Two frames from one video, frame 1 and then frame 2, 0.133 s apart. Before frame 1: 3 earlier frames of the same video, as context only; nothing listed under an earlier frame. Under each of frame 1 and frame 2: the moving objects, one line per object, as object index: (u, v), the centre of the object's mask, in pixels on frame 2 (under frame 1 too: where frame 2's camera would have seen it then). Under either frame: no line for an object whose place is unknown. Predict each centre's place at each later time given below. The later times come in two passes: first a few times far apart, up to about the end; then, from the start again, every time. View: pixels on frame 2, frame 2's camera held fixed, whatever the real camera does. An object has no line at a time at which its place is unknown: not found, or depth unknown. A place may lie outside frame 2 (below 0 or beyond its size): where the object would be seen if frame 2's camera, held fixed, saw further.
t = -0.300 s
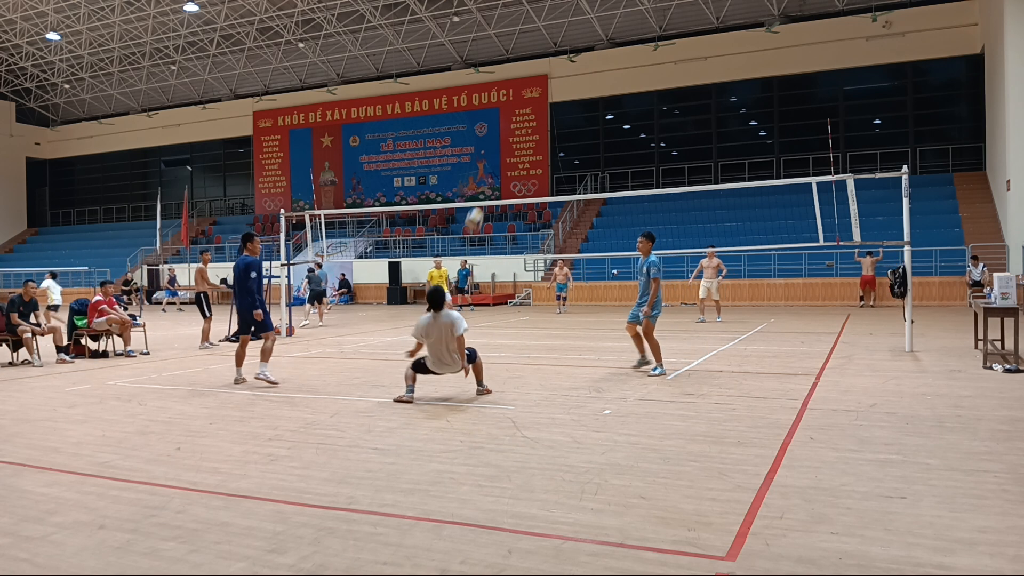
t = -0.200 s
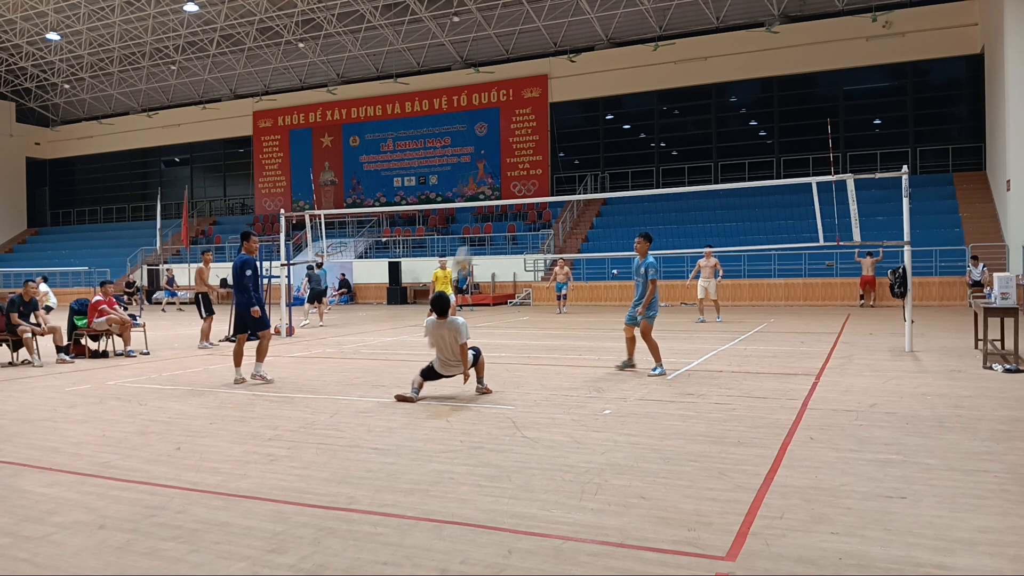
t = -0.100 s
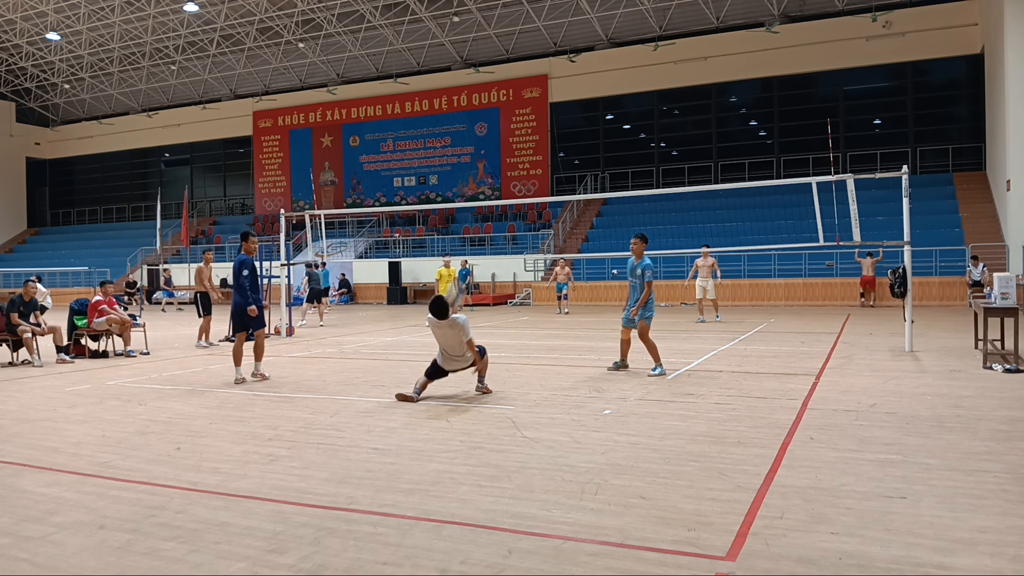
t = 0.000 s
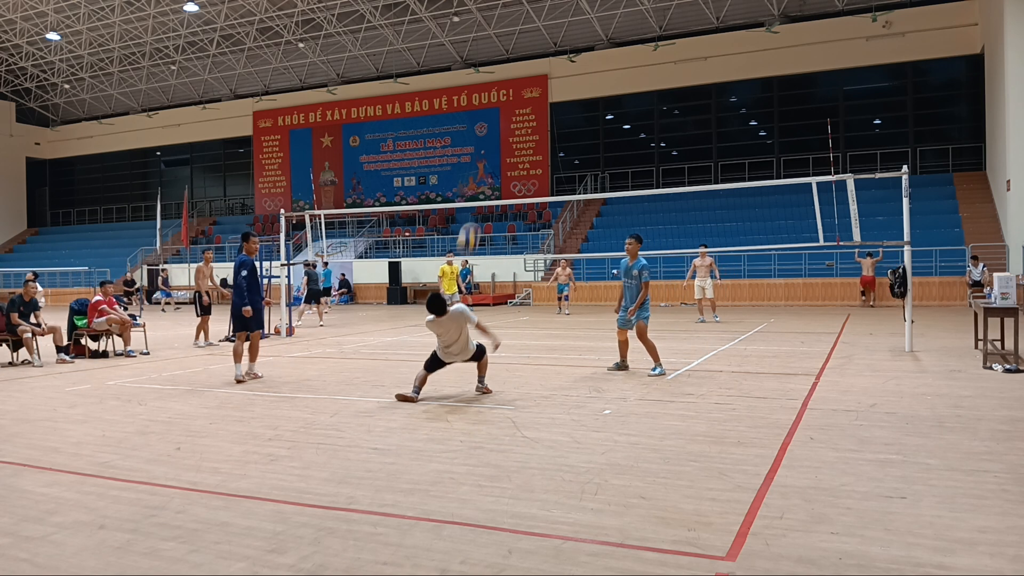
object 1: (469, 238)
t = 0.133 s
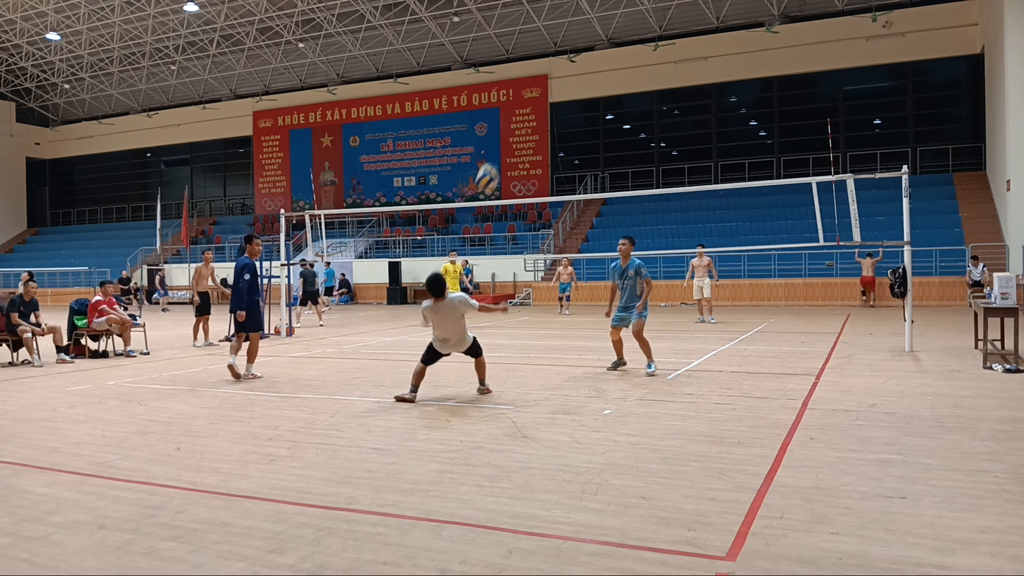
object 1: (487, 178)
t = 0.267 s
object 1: (506, 134)
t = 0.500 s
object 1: (541, 100)
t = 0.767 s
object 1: (582, 129)
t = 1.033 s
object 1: (621, 230)
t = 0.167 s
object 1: (492, 166)
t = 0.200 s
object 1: (497, 153)
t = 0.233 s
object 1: (502, 143)
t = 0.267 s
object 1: (506, 134)
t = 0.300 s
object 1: (511, 126)
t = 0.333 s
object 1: (516, 119)
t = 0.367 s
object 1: (521, 112)
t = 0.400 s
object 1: (527, 107)
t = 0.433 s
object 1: (531, 104)
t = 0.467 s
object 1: (536, 101)
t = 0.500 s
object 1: (541, 100)
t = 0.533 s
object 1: (546, 100)
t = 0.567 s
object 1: (551, 101)
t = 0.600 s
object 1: (556, 102)
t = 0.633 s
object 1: (561, 105)
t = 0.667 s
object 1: (566, 109)
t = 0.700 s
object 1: (571, 115)
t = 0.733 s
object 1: (576, 122)
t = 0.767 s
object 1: (582, 129)
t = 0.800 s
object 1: (586, 138)
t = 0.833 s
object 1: (591, 147)
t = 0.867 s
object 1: (597, 158)
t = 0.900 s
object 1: (602, 170)
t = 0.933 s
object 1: (606, 181)
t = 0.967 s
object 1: (612, 198)
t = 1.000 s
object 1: (616, 213)
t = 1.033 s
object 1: (621, 230)
